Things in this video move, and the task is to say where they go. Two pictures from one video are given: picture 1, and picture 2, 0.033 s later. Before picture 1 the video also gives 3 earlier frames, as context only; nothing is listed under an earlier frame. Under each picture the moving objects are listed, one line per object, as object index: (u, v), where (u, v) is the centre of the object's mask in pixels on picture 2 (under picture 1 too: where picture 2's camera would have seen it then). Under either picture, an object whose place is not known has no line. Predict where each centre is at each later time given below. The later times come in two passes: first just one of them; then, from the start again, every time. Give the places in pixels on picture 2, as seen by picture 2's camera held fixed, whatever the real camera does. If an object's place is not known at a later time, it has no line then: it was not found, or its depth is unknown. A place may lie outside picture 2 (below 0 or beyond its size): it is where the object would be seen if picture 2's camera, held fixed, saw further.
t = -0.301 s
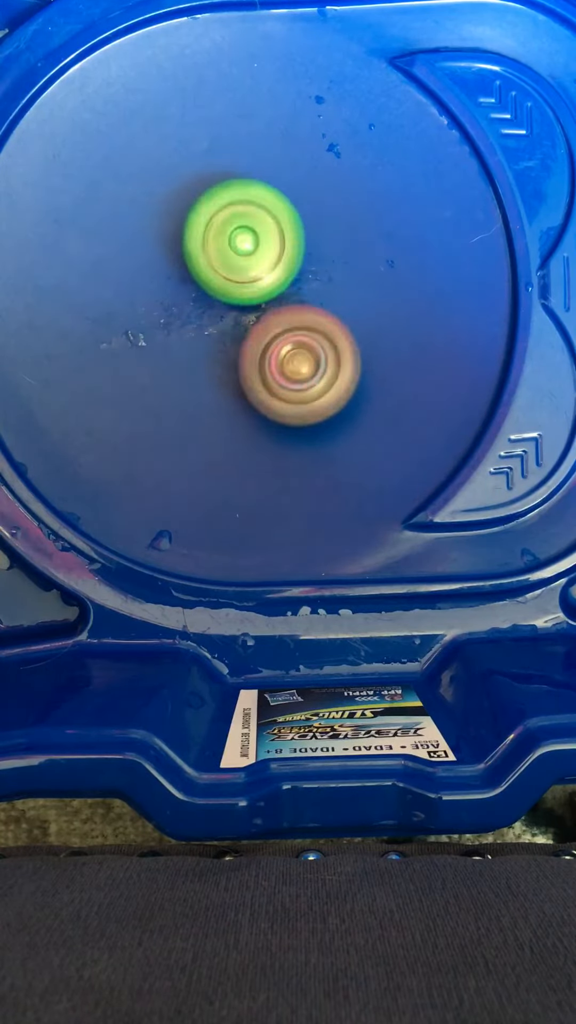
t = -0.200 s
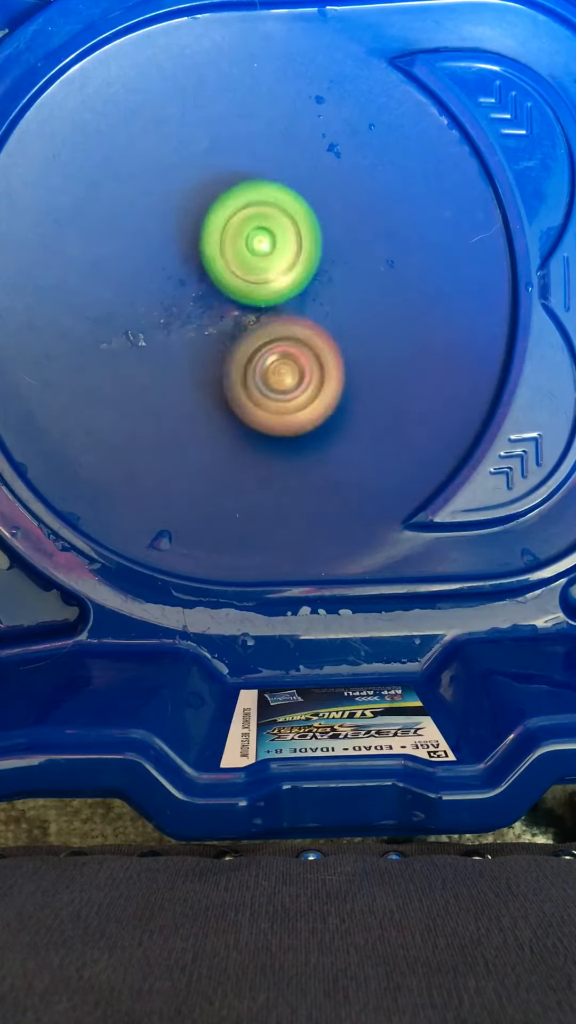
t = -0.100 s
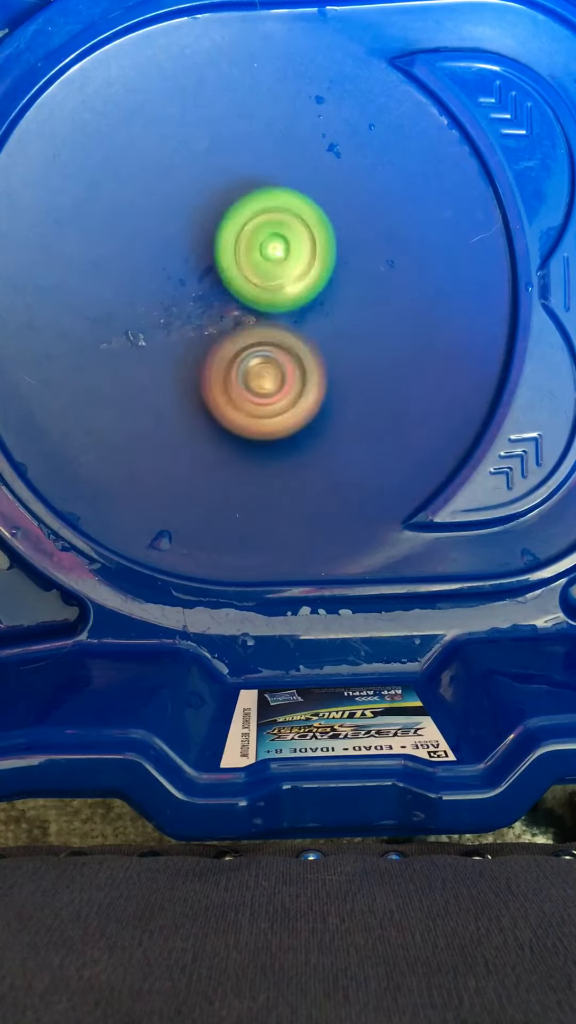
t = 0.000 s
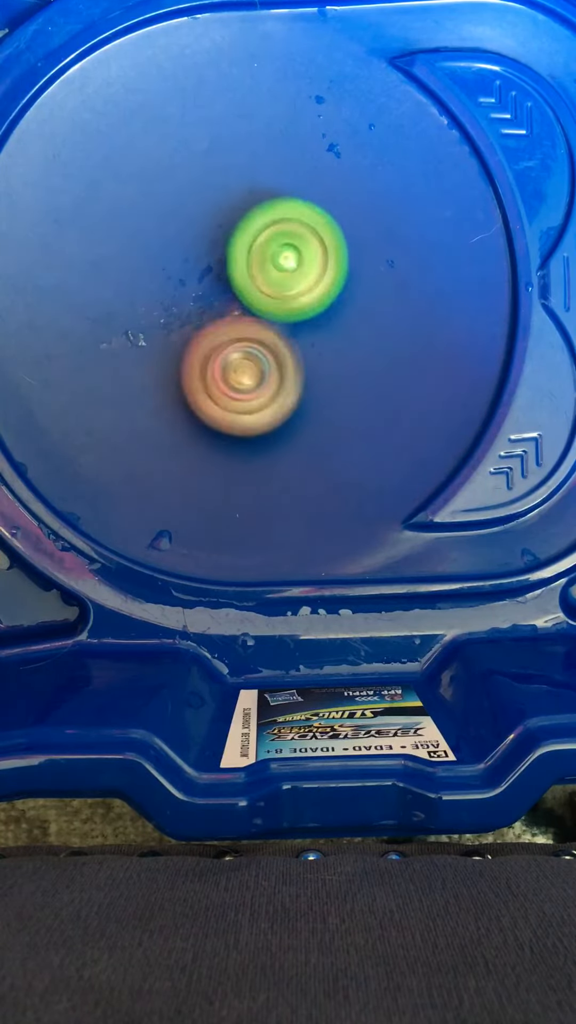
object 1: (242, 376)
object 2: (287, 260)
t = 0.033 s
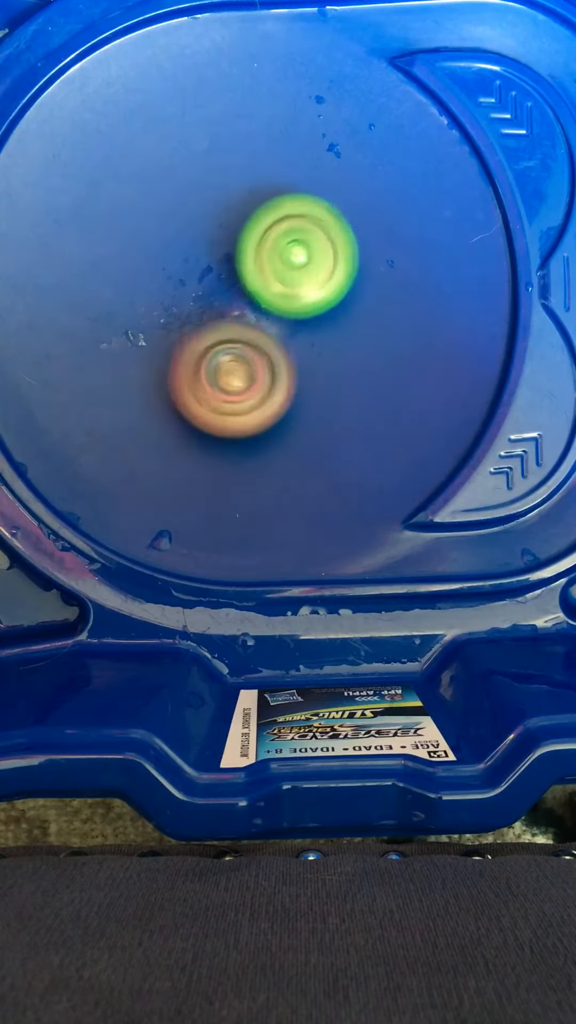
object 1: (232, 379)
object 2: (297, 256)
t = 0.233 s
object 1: (197, 350)
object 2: (326, 254)
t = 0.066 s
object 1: (225, 374)
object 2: (306, 256)
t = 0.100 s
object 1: (218, 371)
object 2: (311, 256)
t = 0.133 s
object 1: (211, 368)
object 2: (314, 254)
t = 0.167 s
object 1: (207, 364)
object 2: (319, 256)
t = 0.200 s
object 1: (202, 357)
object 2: (324, 254)
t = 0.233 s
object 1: (197, 350)
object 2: (326, 254)
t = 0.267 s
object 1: (194, 345)
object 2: (330, 258)
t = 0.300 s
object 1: (193, 337)
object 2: (329, 261)
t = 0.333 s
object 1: (190, 329)
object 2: (329, 263)
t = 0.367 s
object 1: (188, 322)
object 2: (330, 265)
